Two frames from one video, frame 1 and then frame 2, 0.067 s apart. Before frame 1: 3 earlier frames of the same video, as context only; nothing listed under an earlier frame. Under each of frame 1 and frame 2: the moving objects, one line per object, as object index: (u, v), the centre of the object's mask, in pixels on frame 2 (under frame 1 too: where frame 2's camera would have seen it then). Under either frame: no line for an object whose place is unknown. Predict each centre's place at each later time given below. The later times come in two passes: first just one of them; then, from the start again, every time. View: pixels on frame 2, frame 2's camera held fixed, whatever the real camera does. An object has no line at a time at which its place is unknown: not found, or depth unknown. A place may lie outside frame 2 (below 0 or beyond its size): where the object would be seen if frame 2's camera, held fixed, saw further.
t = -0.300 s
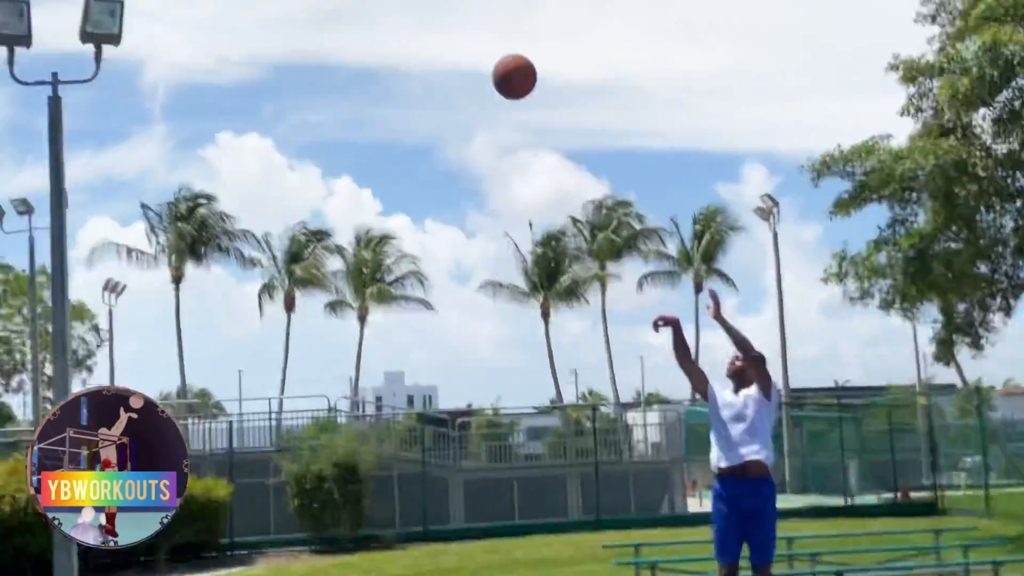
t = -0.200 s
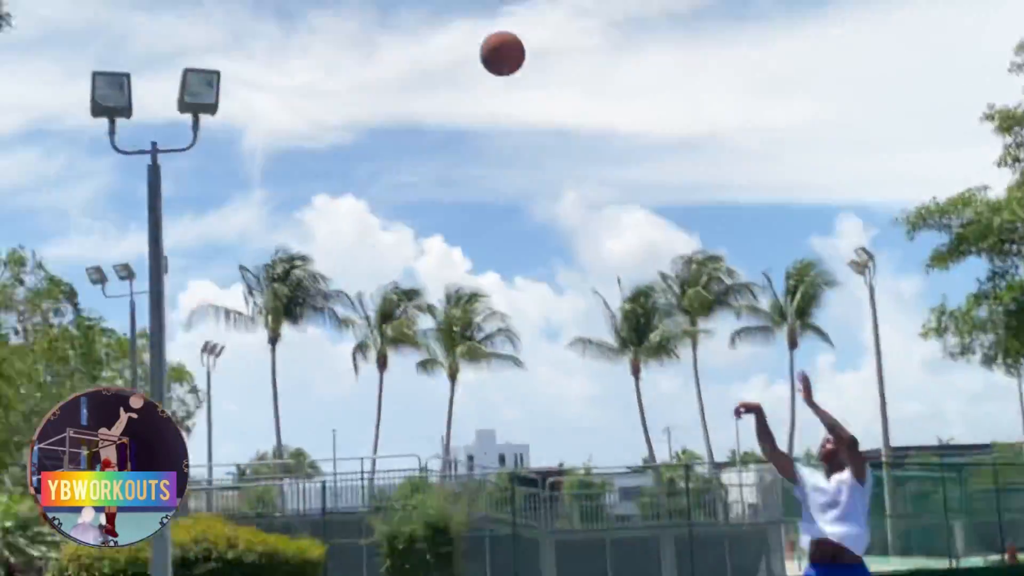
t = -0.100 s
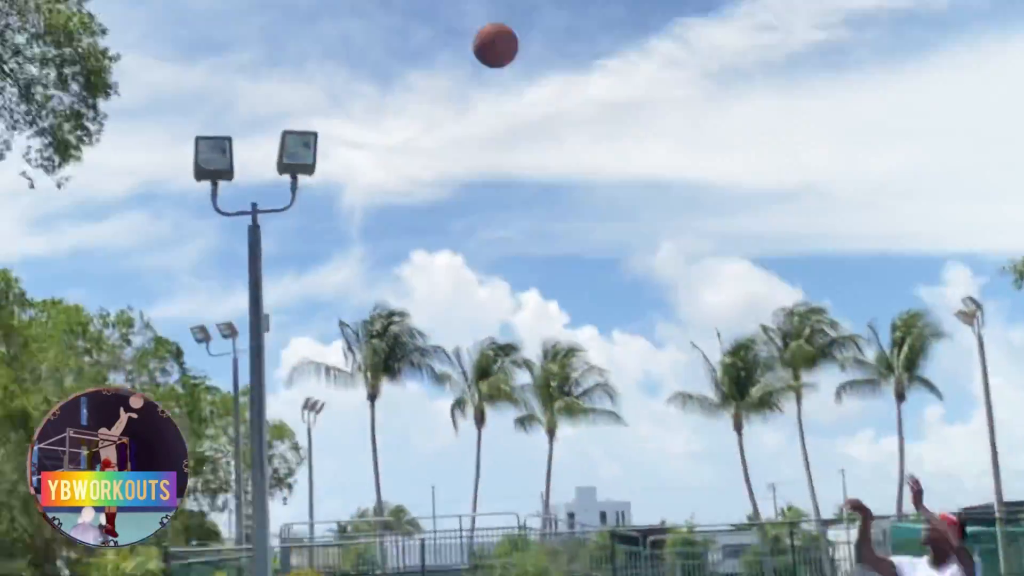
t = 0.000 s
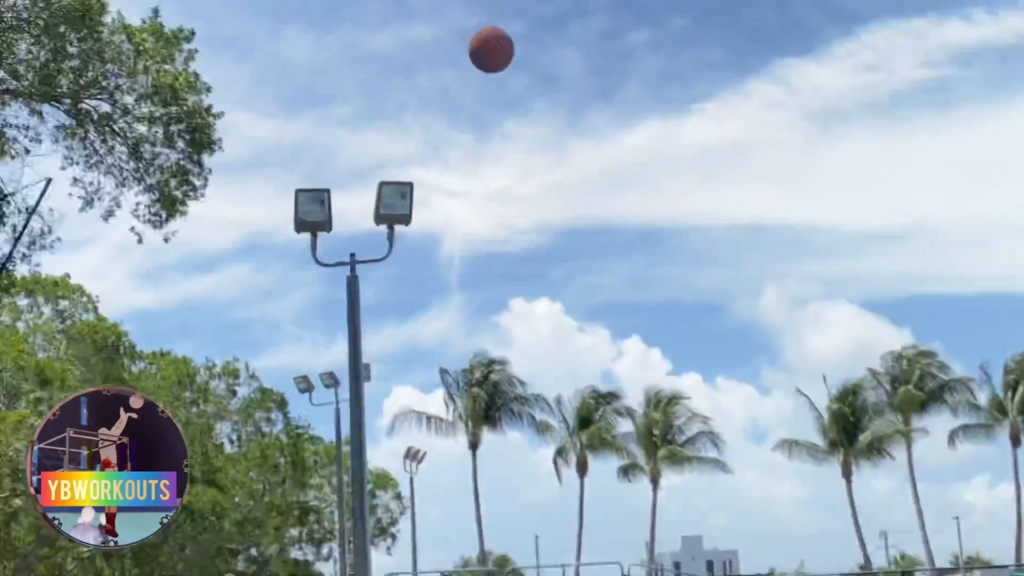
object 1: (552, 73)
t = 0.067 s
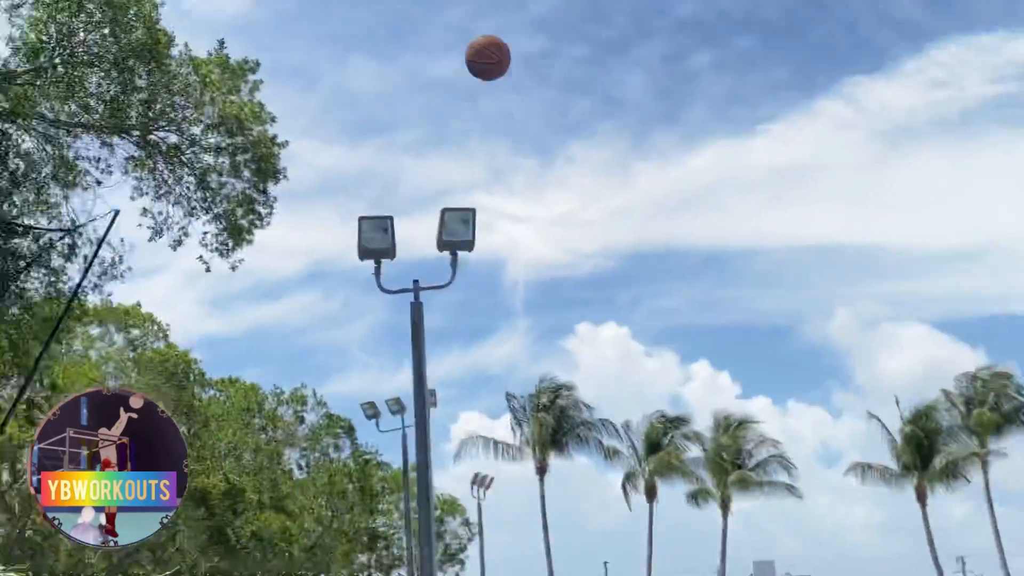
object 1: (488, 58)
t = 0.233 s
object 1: (330, 48)
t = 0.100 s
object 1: (456, 52)
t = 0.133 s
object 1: (425, 48)
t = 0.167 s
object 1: (394, 46)
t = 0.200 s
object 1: (362, 46)
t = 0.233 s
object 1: (330, 48)
